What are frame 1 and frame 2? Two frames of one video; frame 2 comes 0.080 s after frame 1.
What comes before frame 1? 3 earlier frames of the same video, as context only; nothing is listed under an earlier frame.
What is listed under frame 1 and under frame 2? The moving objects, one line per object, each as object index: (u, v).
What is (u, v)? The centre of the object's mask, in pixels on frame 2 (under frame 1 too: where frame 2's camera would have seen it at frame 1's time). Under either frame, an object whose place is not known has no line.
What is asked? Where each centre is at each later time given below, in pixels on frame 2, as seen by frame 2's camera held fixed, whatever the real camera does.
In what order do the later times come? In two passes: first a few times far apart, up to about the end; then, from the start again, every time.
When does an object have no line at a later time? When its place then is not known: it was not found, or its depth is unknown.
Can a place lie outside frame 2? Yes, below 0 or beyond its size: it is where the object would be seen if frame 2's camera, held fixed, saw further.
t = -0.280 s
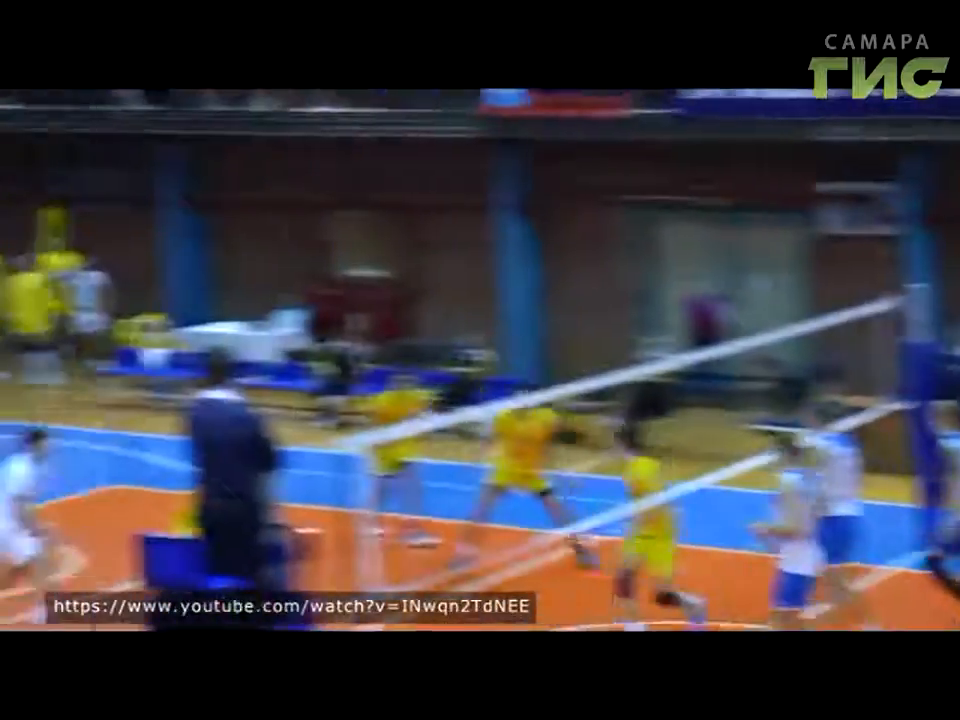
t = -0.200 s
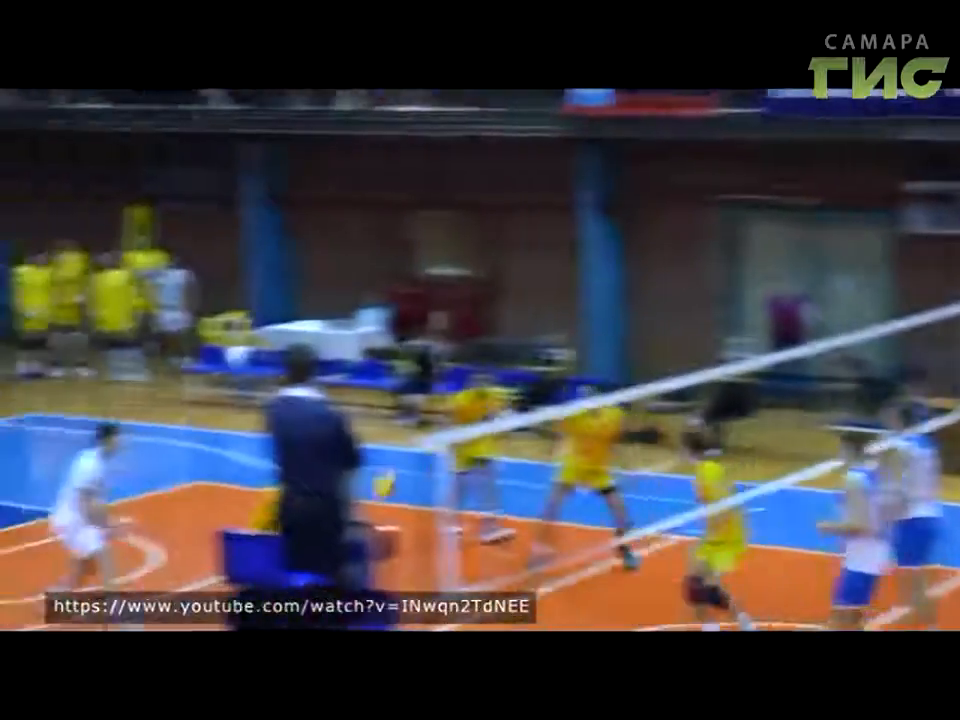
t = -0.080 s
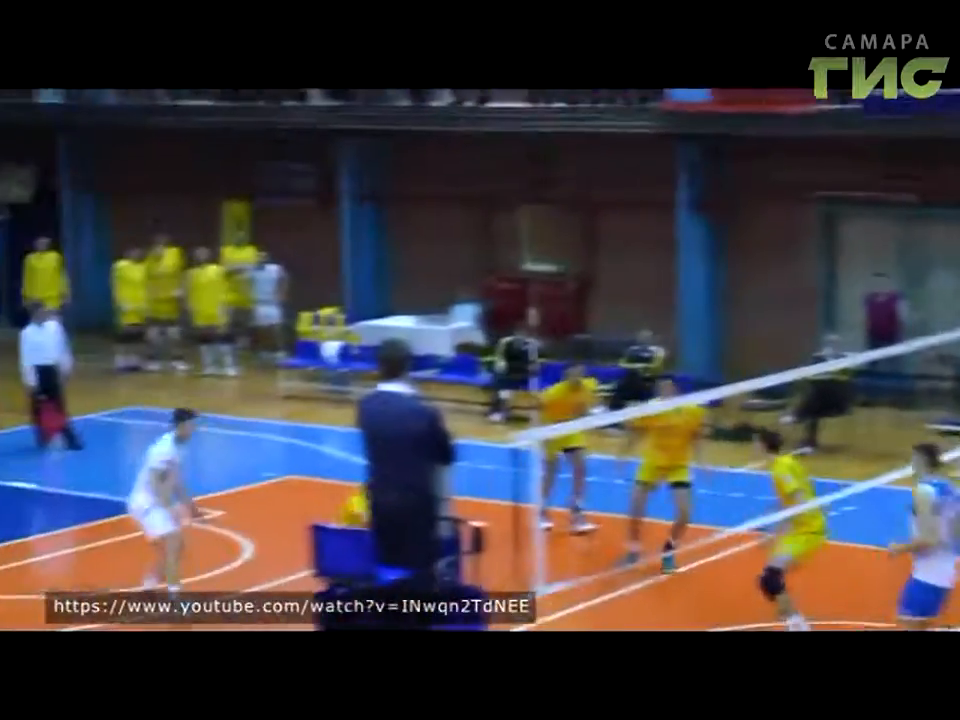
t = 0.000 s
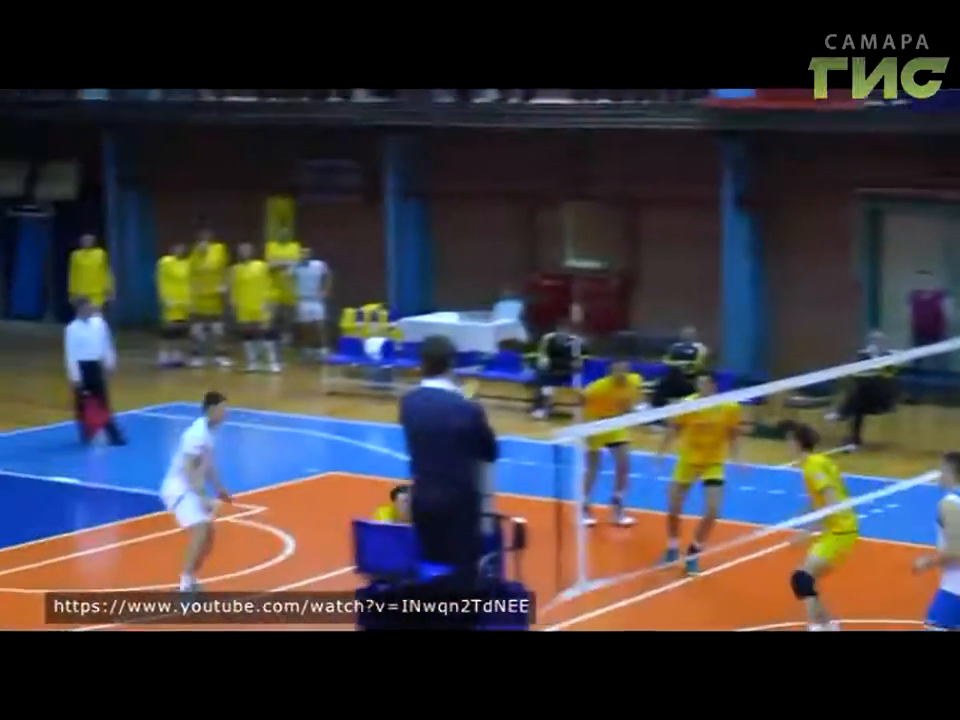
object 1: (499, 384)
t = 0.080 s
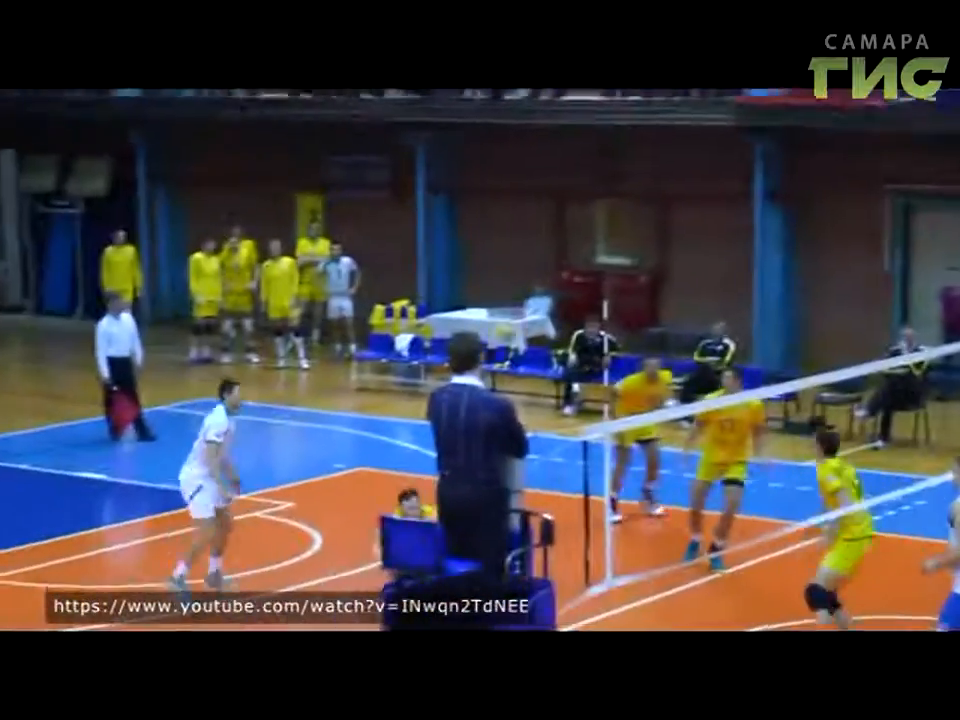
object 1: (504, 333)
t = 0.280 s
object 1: (532, 214)
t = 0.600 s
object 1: (578, 122)
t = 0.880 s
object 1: (618, 136)
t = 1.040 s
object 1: (639, 190)
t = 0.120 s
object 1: (510, 303)
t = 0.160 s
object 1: (515, 279)
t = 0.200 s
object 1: (521, 255)
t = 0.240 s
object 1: (526, 234)
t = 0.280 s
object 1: (532, 214)
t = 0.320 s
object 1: (538, 196)
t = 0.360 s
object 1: (543, 180)
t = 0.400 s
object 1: (548, 165)
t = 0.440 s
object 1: (554, 152)
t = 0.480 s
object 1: (561, 141)
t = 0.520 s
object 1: (567, 132)
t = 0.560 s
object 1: (573, 125)
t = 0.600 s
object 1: (578, 122)
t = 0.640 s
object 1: (586, 119)
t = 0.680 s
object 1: (590, 117)
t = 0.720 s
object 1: (595, 118)
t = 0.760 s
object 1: (602, 117)
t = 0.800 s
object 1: (608, 121)
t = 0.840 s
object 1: (612, 127)
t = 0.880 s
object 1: (618, 136)
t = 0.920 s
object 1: (624, 146)
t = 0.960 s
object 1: (629, 157)
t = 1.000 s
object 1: (633, 172)
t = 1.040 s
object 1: (639, 190)
